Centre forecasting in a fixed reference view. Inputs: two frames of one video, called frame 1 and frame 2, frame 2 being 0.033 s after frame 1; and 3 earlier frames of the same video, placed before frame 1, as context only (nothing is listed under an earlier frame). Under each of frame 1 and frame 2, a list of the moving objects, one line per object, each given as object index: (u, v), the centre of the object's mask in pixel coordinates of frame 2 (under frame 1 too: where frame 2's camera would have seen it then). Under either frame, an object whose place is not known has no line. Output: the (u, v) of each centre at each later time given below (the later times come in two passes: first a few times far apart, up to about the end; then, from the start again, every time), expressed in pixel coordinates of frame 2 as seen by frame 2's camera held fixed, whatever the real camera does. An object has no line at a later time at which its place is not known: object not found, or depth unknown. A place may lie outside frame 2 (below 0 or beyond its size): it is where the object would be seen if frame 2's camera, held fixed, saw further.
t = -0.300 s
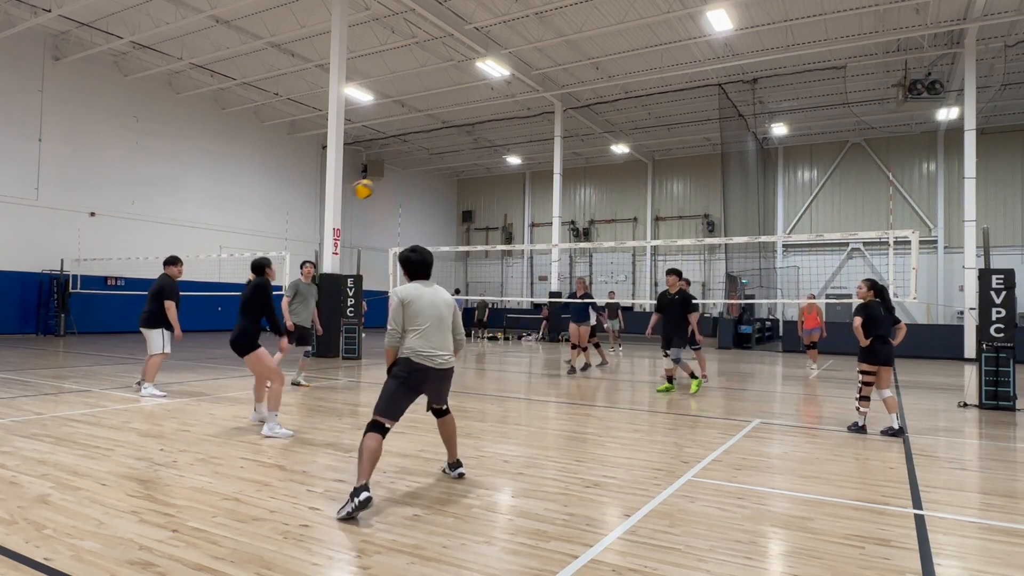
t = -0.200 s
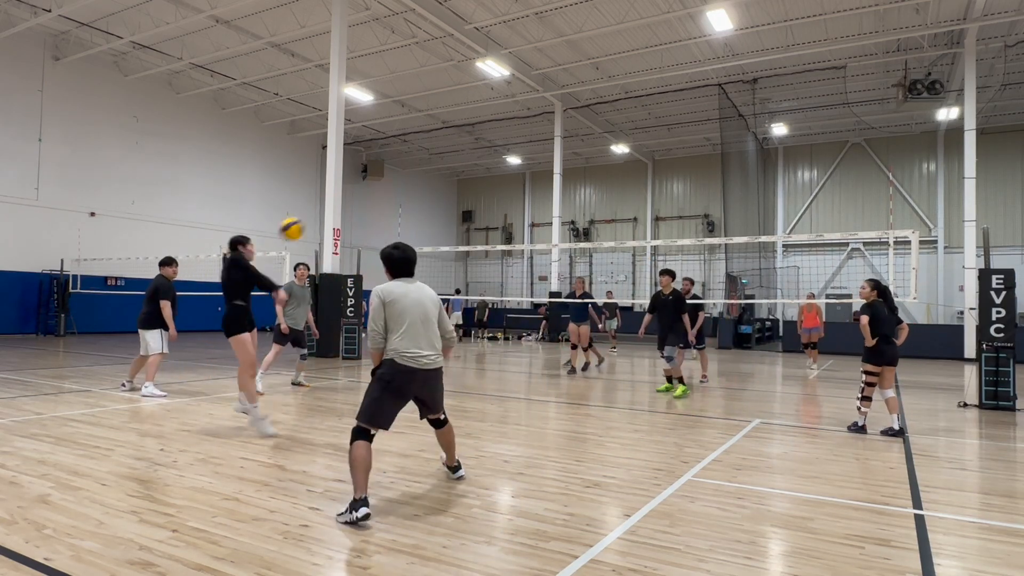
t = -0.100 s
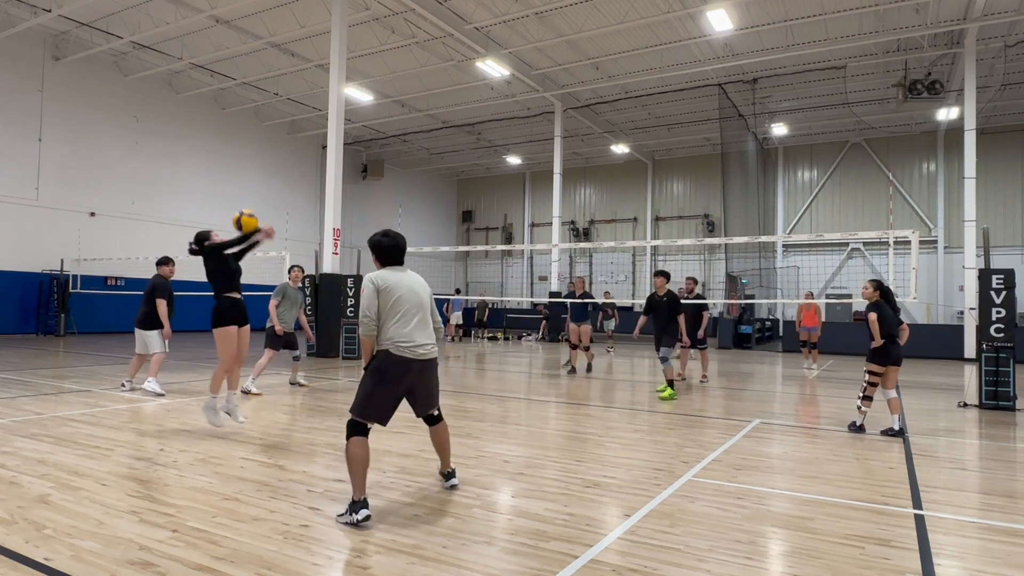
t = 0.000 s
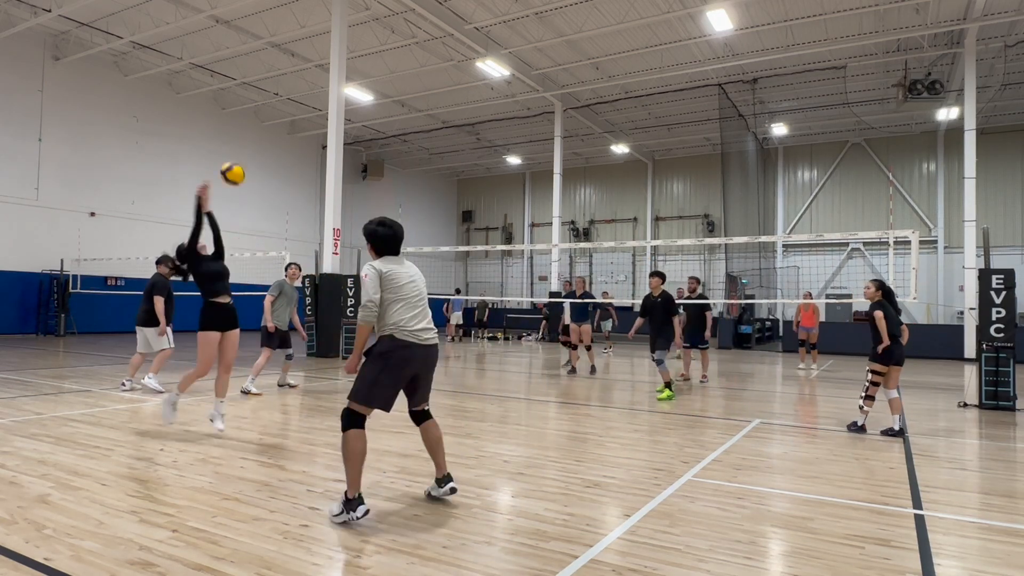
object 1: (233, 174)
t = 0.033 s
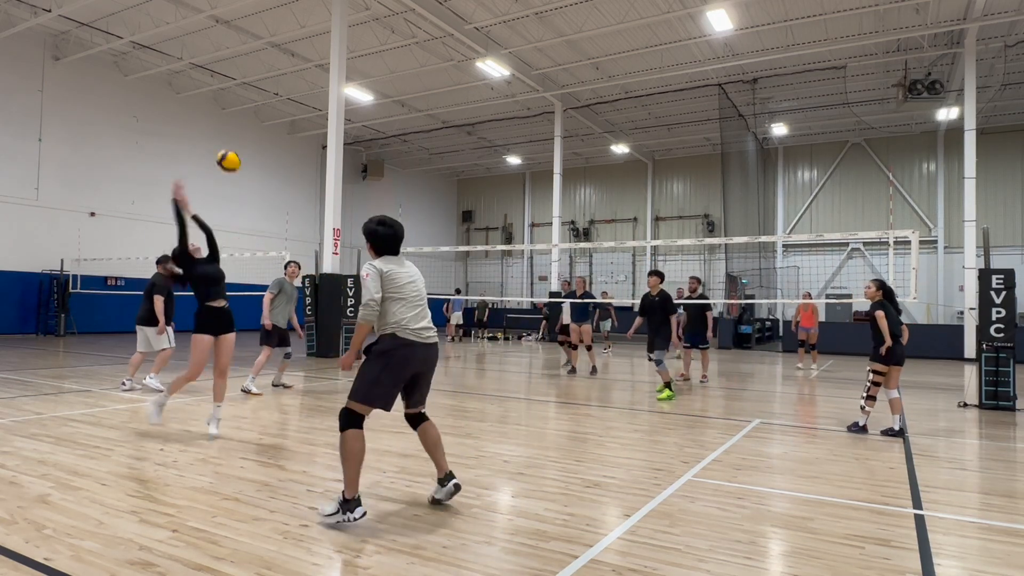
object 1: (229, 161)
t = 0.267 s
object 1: (204, 108)
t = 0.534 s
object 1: (178, 116)
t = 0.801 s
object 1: (153, 182)
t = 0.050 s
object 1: (227, 155)
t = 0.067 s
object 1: (224, 150)
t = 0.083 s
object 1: (222, 144)
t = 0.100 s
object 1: (221, 140)
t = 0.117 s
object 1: (219, 135)
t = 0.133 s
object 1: (217, 131)
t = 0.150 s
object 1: (216, 127)
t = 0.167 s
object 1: (214, 124)
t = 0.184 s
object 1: (212, 120)
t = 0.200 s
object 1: (211, 117)
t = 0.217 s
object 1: (209, 115)
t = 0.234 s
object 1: (207, 112)
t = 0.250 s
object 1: (206, 110)
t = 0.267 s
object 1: (204, 108)
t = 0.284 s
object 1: (202, 107)
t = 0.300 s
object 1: (201, 106)
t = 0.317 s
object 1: (199, 105)
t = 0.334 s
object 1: (197, 104)
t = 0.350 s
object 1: (196, 104)
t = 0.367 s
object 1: (194, 104)
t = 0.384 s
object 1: (193, 104)
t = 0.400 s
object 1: (191, 104)
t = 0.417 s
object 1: (189, 105)
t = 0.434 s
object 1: (187, 106)
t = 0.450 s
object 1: (186, 107)
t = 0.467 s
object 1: (185, 108)
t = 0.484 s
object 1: (183, 110)
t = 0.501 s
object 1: (181, 111)
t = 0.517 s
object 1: (179, 114)
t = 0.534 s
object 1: (178, 116)
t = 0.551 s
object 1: (177, 118)
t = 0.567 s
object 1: (175, 121)
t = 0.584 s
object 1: (173, 124)
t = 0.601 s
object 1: (172, 127)
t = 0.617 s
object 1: (170, 131)
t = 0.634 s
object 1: (168, 134)
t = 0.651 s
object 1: (167, 138)
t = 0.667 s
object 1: (165, 142)
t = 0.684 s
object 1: (164, 146)
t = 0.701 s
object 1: (162, 151)
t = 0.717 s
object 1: (161, 155)
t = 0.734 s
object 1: (159, 161)
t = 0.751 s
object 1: (158, 165)
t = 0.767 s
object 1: (156, 171)
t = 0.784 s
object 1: (155, 176)
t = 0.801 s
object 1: (153, 182)
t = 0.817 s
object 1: (152, 187)
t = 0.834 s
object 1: (150, 193)
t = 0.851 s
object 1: (149, 199)
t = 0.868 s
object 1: (147, 206)
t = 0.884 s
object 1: (146, 213)
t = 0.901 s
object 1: (145, 219)
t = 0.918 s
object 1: (143, 226)
